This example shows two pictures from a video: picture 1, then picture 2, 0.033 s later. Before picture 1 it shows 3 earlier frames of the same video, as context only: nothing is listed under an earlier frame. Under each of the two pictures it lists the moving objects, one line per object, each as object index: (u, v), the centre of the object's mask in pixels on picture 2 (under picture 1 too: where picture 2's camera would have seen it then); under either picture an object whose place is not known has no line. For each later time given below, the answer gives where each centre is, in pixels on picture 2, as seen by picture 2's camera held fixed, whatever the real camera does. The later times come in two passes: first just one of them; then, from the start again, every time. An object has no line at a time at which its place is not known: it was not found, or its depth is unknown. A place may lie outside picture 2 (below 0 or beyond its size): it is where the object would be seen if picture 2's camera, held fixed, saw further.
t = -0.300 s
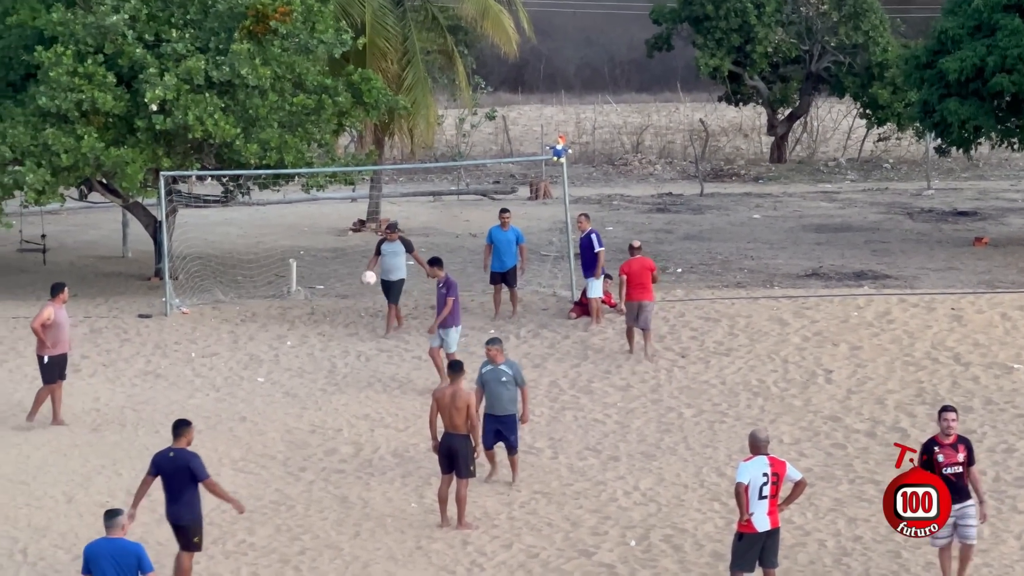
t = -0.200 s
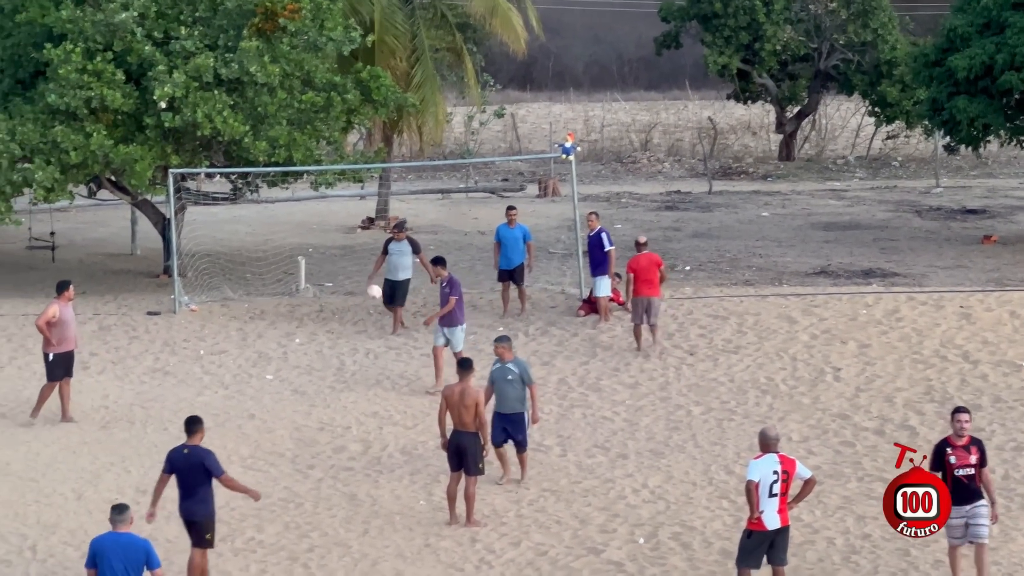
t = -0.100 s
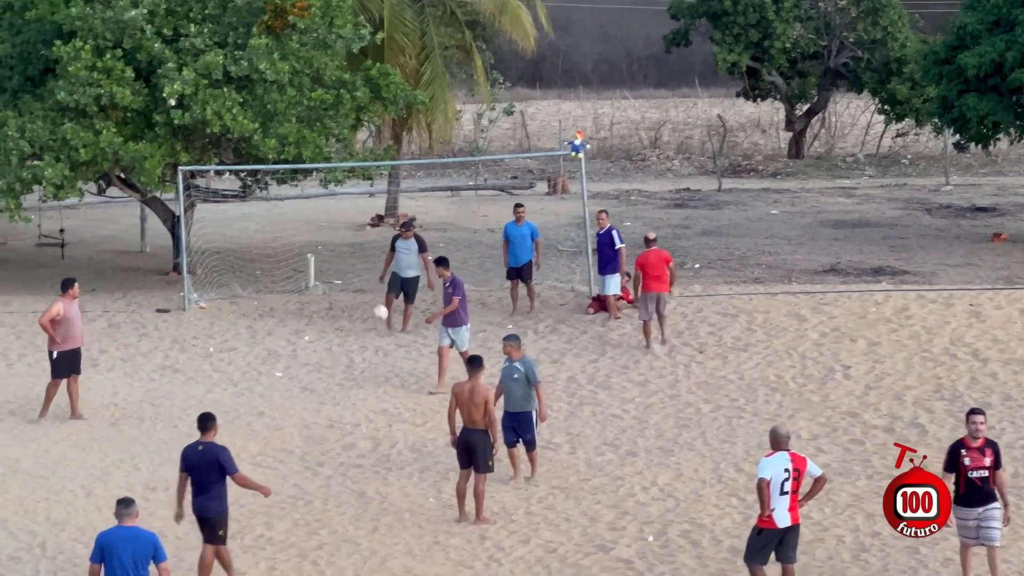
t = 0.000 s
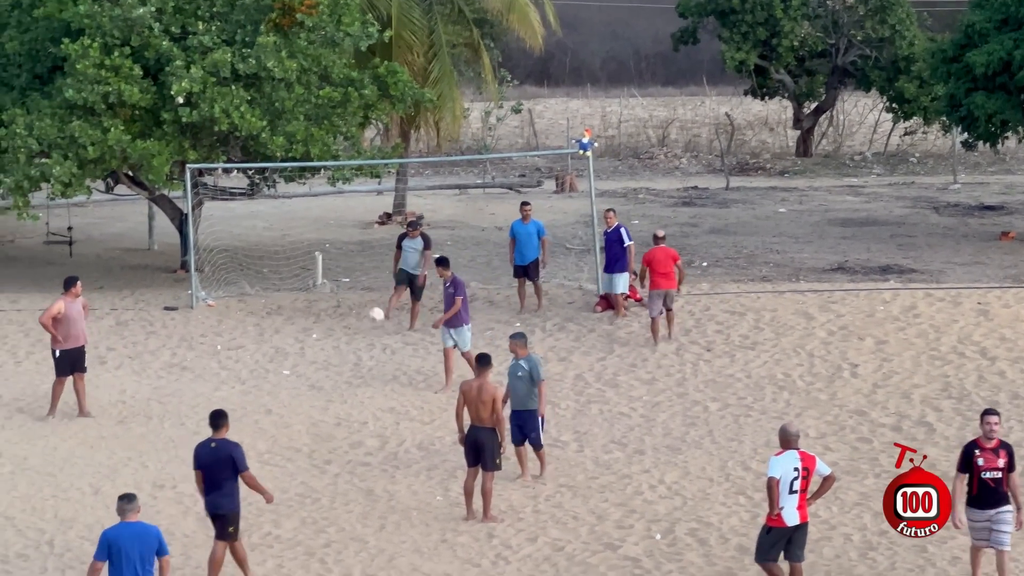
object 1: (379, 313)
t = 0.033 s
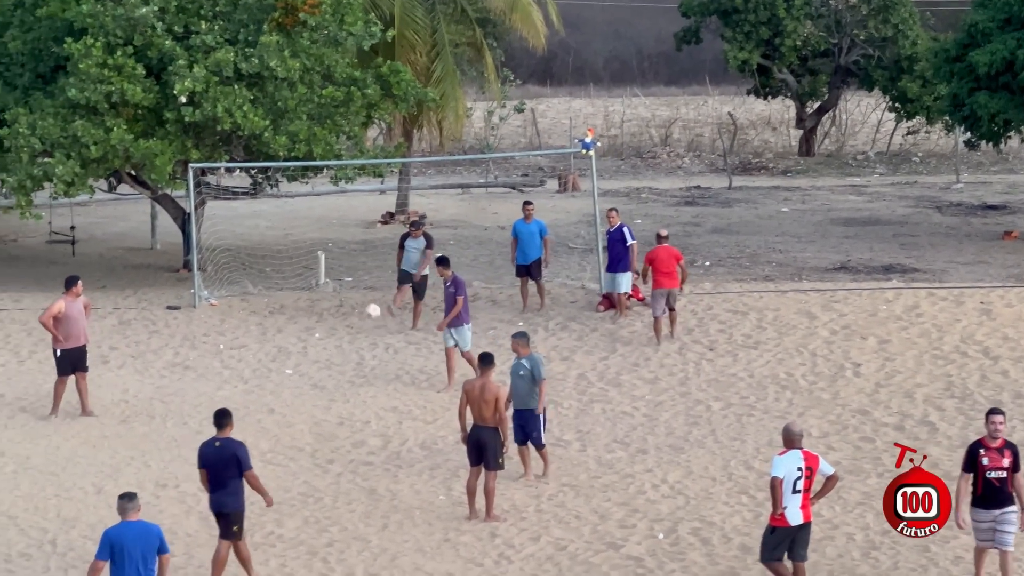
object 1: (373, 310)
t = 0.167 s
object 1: (350, 306)
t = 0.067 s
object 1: (367, 309)
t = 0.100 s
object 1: (361, 307)
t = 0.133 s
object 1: (355, 306)
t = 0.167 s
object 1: (350, 306)
